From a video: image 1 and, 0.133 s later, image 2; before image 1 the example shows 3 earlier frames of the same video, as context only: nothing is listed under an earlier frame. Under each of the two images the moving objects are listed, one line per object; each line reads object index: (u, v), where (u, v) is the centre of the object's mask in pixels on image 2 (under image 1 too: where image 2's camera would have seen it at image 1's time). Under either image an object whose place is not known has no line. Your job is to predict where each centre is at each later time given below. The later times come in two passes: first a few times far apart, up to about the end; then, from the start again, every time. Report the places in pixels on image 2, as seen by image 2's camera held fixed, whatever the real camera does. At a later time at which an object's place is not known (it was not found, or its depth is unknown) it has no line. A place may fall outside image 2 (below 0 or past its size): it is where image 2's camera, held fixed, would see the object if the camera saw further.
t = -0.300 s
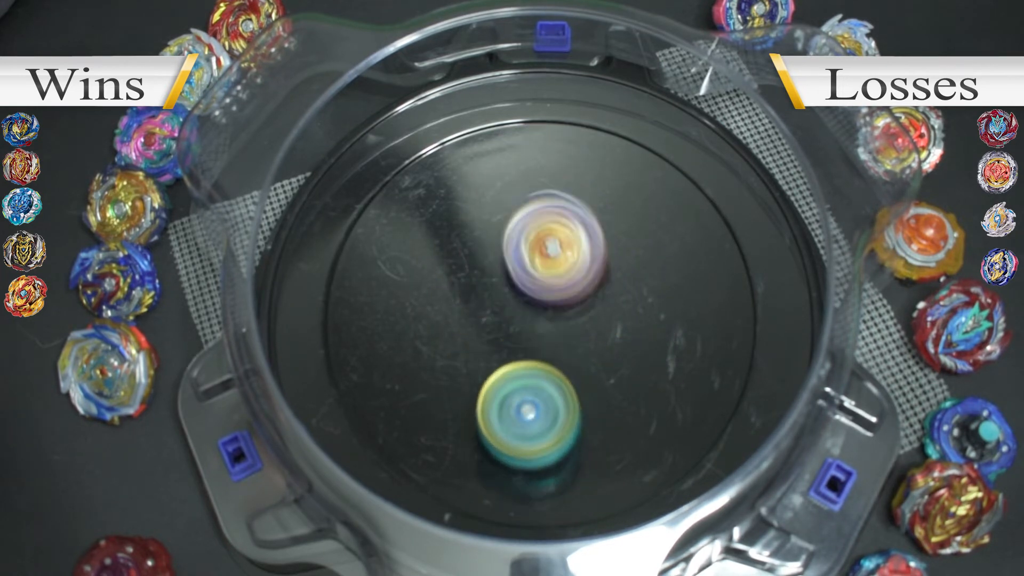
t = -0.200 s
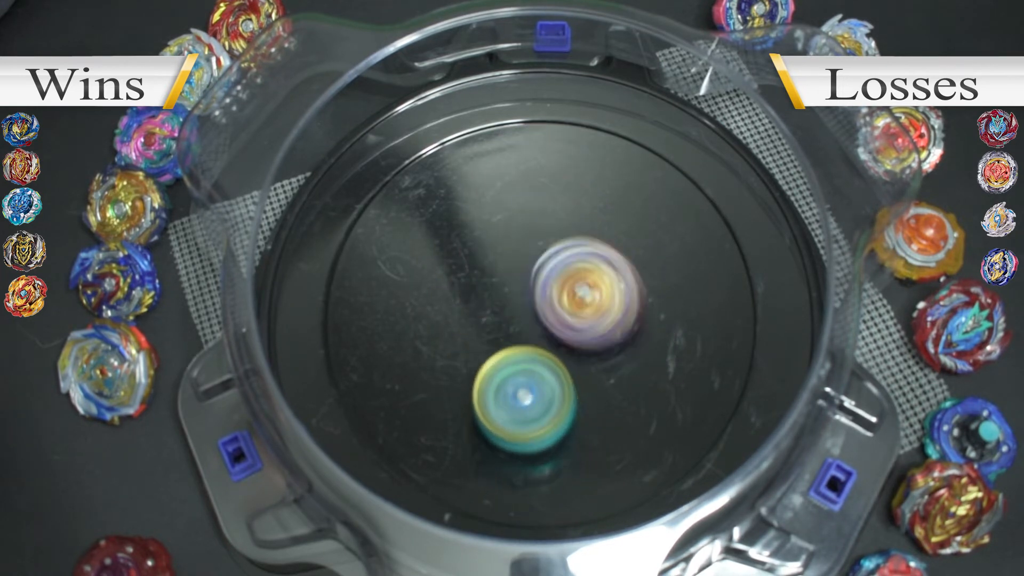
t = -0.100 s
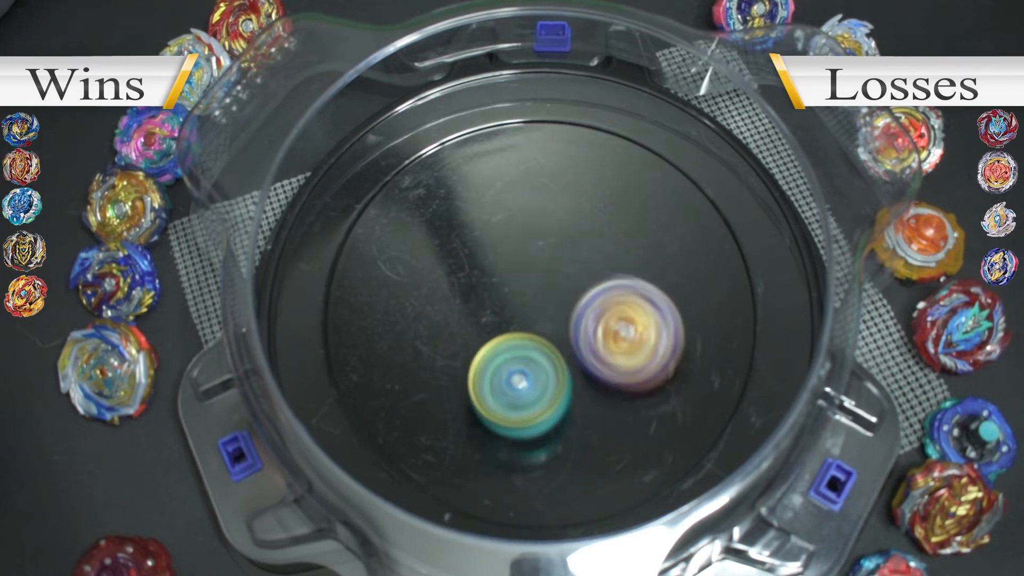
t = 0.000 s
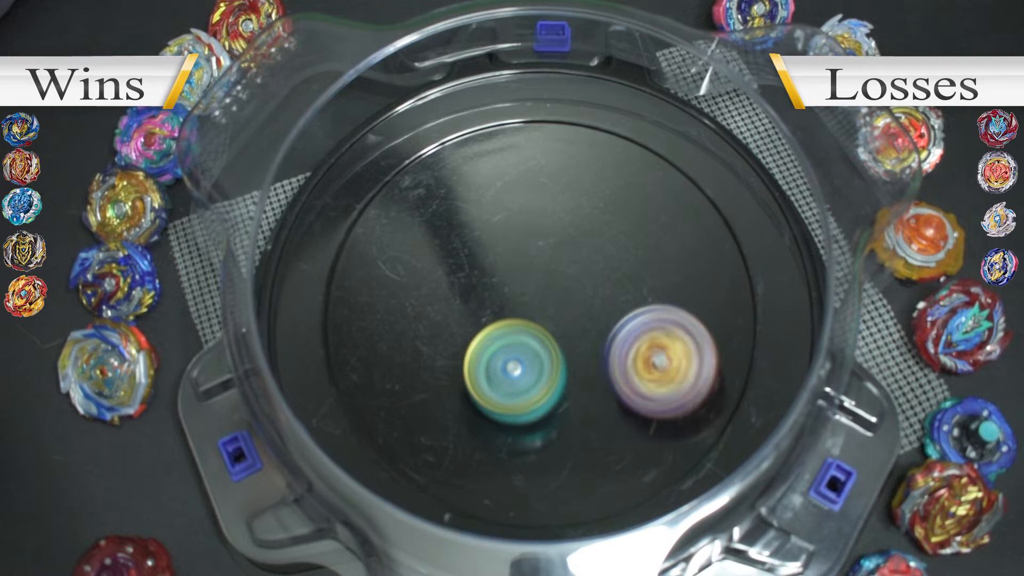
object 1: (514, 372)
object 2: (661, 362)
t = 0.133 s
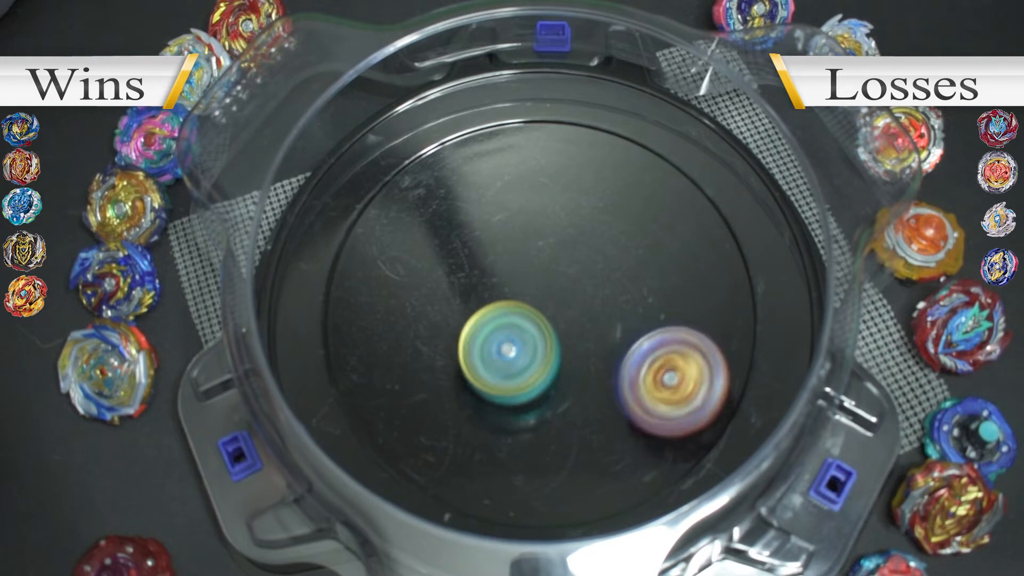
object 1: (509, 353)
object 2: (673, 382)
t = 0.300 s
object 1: (500, 332)
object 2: (637, 375)
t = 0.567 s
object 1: (372, 249)
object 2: (646, 393)
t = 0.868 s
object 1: (412, 240)
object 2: (602, 351)
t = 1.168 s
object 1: (469, 265)
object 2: (560, 340)
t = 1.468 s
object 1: (498, 270)
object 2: (570, 344)
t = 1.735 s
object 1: (512, 248)
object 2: (581, 354)
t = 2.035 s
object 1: (533, 240)
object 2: (567, 342)
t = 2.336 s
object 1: (539, 235)
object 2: (564, 338)
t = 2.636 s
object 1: (541, 245)
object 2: (566, 338)
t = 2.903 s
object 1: (533, 232)
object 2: (583, 401)
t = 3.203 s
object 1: (550, 258)
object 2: (571, 374)
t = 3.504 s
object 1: (570, 220)
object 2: (530, 387)
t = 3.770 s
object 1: (579, 234)
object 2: (546, 346)
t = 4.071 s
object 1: (581, 229)
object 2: (544, 334)
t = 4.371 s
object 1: (578, 236)
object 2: (544, 333)
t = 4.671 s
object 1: (581, 237)
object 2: (531, 346)
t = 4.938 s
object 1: (580, 252)
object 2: (530, 343)
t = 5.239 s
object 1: (587, 265)
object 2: (530, 349)
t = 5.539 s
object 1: (599, 259)
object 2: (522, 357)
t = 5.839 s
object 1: (592, 266)
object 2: (524, 349)
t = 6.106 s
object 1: (586, 267)
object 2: (515, 355)
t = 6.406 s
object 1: (588, 263)
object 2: (513, 360)
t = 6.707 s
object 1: (591, 278)
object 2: (523, 359)
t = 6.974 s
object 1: (605, 280)
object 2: (516, 371)
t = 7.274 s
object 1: (601, 285)
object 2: (537, 362)
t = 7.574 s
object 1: (592, 275)
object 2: (528, 358)
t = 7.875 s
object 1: (582, 282)
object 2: (487, 339)
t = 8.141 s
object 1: (598, 292)
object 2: (496, 322)
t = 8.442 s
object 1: (606, 286)
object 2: (507, 317)
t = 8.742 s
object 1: (622, 277)
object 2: (481, 316)
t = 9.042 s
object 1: (617, 294)
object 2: (502, 329)
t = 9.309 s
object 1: (615, 299)
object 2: (525, 348)
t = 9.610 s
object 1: (609, 295)
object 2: (511, 352)
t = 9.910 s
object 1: (594, 285)
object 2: (490, 337)
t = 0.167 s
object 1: (507, 349)
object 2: (670, 383)
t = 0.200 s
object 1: (505, 344)
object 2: (663, 383)
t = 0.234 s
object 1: (504, 340)
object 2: (657, 381)
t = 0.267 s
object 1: (502, 336)
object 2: (648, 378)
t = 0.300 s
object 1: (500, 332)
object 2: (637, 375)
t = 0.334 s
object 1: (499, 328)
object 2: (626, 373)
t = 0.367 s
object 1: (497, 324)
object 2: (612, 369)
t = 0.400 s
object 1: (495, 321)
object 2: (598, 366)
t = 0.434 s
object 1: (482, 311)
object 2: (590, 369)
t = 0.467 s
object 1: (447, 294)
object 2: (608, 378)
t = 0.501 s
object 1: (415, 277)
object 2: (624, 387)
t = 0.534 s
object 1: (390, 261)
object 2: (636, 391)
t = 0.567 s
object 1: (372, 249)
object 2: (646, 393)
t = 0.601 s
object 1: (361, 239)
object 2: (648, 393)
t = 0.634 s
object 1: (358, 232)
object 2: (647, 390)
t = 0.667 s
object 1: (358, 228)
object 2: (644, 386)
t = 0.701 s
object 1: (361, 225)
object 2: (639, 381)
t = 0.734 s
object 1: (366, 224)
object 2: (634, 375)
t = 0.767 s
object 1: (374, 225)
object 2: (628, 370)
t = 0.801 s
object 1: (385, 229)
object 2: (620, 363)
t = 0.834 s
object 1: (398, 234)
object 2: (612, 357)
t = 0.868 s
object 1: (412, 240)
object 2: (602, 351)
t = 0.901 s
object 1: (428, 247)
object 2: (589, 343)
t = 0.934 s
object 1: (444, 256)
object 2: (576, 336)
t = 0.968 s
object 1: (460, 264)
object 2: (562, 328)
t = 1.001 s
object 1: (468, 268)
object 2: (551, 325)
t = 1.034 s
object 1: (465, 263)
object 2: (554, 330)
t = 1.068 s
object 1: (463, 260)
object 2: (558, 336)
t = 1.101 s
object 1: (464, 260)
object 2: (560, 339)
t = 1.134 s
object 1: (466, 262)
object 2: (561, 341)
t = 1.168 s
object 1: (469, 265)
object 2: (560, 340)
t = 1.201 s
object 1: (473, 266)
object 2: (559, 340)
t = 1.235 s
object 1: (477, 270)
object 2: (560, 338)
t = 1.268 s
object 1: (482, 272)
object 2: (561, 338)
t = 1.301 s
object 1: (482, 269)
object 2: (563, 340)
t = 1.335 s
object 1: (483, 267)
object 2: (567, 342)
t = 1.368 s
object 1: (486, 269)
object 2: (569, 343)
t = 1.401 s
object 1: (490, 269)
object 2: (569, 344)
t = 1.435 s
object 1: (495, 270)
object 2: (569, 342)
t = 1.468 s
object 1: (498, 270)
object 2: (570, 344)
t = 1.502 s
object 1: (496, 261)
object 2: (577, 351)
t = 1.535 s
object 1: (495, 256)
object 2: (580, 357)
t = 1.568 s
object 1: (496, 252)
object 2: (583, 358)
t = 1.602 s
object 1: (498, 250)
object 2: (583, 359)
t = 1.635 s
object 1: (502, 250)
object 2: (583, 359)
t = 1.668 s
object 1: (505, 249)
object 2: (582, 357)
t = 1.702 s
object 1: (508, 249)
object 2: (581, 356)
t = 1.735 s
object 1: (512, 248)
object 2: (581, 354)
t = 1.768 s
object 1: (515, 248)
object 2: (580, 352)
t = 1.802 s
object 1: (518, 247)
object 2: (579, 350)
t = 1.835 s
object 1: (521, 247)
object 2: (577, 348)
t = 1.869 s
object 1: (524, 247)
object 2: (575, 346)
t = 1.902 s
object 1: (526, 247)
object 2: (575, 344)
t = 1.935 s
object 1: (529, 247)
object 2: (573, 342)
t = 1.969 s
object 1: (531, 247)
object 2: (571, 340)
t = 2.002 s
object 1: (533, 246)
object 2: (569, 338)
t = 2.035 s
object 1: (533, 240)
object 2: (567, 342)
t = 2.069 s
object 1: (531, 231)
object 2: (567, 348)
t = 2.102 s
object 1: (531, 228)
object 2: (566, 349)
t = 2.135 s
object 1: (532, 228)
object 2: (564, 349)
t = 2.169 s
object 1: (534, 228)
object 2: (564, 347)
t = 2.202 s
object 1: (535, 228)
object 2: (563, 346)
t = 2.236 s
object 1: (536, 229)
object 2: (563, 344)
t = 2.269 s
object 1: (537, 230)
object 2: (563, 341)
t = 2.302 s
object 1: (538, 232)
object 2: (563, 341)
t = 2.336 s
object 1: (539, 235)
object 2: (564, 338)
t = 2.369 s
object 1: (539, 237)
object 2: (563, 336)
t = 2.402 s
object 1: (540, 238)
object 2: (564, 335)
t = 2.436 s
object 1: (540, 238)
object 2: (564, 336)
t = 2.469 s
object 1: (539, 237)
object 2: (565, 340)
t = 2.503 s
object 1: (539, 239)
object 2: (566, 341)
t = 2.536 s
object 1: (540, 241)
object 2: (566, 342)
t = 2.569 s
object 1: (540, 242)
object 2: (567, 341)
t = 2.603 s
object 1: (541, 244)
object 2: (566, 339)
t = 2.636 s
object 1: (541, 245)
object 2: (566, 338)
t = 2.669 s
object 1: (540, 242)
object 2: (566, 343)
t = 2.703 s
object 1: (536, 232)
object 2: (570, 357)
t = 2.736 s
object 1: (531, 224)
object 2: (572, 368)
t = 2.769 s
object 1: (529, 222)
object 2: (574, 377)
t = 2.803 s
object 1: (529, 224)
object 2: (577, 385)
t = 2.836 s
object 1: (530, 227)
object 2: (580, 392)
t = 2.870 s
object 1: (532, 230)
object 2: (582, 398)
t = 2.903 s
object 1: (533, 232)
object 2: (583, 401)
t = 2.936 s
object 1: (534, 234)
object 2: (583, 403)
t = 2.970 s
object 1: (536, 237)
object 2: (583, 403)
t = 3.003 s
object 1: (537, 239)
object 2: (582, 400)
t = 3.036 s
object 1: (539, 242)
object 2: (582, 398)
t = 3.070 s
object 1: (541, 246)
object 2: (581, 394)
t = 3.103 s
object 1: (543, 249)
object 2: (580, 390)
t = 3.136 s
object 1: (545, 252)
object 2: (579, 385)
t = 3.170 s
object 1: (547, 255)
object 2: (576, 380)
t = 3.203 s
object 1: (550, 258)
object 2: (571, 374)
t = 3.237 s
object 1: (552, 261)
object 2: (565, 367)
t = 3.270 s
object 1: (555, 261)
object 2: (554, 363)
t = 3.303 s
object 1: (556, 247)
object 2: (548, 369)
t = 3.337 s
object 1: (557, 233)
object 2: (542, 377)
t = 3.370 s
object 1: (558, 224)
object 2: (537, 386)
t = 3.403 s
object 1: (560, 219)
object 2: (533, 390)
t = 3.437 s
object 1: (563, 218)
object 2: (531, 391)
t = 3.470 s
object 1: (567, 219)
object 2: (529, 390)
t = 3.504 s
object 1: (570, 220)
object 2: (530, 387)
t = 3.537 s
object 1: (573, 221)
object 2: (530, 384)
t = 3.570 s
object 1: (574, 223)
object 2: (532, 381)
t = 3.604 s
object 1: (576, 225)
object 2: (533, 378)
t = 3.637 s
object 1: (577, 227)
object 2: (536, 375)
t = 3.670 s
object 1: (578, 228)
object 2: (537, 368)
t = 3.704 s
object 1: (578, 230)
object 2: (540, 363)
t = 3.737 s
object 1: (578, 231)
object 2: (542, 354)
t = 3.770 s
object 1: (579, 234)
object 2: (546, 346)
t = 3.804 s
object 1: (579, 235)
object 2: (549, 336)
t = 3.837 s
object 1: (580, 235)
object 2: (551, 330)
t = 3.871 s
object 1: (581, 233)
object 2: (553, 326)
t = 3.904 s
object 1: (581, 232)
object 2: (554, 327)
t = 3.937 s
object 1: (580, 232)
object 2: (552, 327)
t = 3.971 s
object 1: (579, 234)
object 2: (552, 327)
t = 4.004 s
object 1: (581, 231)
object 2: (549, 330)
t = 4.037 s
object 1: (581, 229)
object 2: (546, 333)
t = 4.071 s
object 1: (581, 229)
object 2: (544, 334)
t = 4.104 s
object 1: (581, 230)
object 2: (543, 333)
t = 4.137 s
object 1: (581, 231)
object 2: (543, 332)
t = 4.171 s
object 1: (580, 233)
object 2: (544, 331)
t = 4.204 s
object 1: (580, 235)
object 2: (545, 330)
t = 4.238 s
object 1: (579, 235)
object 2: (545, 331)
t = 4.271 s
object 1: (579, 233)
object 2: (543, 333)
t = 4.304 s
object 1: (579, 233)
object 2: (543, 333)
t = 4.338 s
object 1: (578, 234)
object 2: (543, 333)
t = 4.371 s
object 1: (578, 236)
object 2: (544, 333)
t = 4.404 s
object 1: (578, 238)
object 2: (544, 333)
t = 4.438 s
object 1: (577, 238)
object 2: (544, 336)
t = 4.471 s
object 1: (575, 240)
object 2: (542, 336)
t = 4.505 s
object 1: (576, 242)
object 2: (542, 335)
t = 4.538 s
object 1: (577, 242)
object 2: (541, 337)
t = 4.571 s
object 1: (579, 242)
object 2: (539, 337)
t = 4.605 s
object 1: (578, 243)
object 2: (539, 336)
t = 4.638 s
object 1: (580, 241)
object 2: (535, 339)
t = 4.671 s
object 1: (581, 237)
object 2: (531, 346)
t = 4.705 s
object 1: (581, 236)
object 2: (526, 349)
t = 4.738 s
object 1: (581, 238)
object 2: (525, 351)
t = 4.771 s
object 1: (580, 240)
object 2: (522, 351)
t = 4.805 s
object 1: (580, 243)
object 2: (523, 349)
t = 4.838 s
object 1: (580, 245)
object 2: (524, 347)
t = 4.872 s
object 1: (580, 247)
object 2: (526, 345)
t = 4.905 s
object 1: (580, 249)
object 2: (528, 345)
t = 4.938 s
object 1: (580, 252)
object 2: (530, 343)
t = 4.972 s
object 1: (580, 254)
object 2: (531, 343)
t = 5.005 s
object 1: (581, 256)
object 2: (531, 344)
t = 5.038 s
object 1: (582, 256)
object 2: (529, 346)
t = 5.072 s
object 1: (583, 256)
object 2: (527, 348)
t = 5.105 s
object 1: (583, 258)
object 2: (528, 347)
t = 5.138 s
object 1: (584, 260)
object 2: (529, 347)
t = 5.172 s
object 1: (585, 262)
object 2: (530, 348)
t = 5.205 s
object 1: (586, 264)
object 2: (530, 348)
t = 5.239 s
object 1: (587, 265)
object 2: (530, 349)
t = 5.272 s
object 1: (590, 264)
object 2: (528, 351)
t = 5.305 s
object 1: (590, 265)
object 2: (526, 352)
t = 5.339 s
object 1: (591, 266)
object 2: (526, 350)
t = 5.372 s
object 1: (592, 267)
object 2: (528, 349)
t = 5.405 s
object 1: (593, 268)
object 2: (529, 348)
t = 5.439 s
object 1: (594, 269)
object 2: (530, 349)
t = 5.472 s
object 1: (598, 263)
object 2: (526, 353)
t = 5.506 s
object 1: (600, 260)
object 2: (525, 357)
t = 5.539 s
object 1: (599, 259)
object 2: (522, 357)
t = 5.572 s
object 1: (598, 261)
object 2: (523, 355)
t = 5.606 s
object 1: (597, 264)
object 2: (524, 353)
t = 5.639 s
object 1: (596, 266)
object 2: (526, 351)
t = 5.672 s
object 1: (594, 268)
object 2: (528, 351)
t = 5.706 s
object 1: (593, 270)
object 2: (529, 350)
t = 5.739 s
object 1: (593, 269)
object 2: (528, 351)
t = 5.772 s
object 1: (594, 266)
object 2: (524, 351)
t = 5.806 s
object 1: (594, 265)
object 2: (523, 350)
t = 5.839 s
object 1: (592, 266)
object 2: (524, 349)
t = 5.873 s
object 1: (591, 268)
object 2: (526, 348)
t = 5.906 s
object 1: (590, 268)
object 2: (524, 351)
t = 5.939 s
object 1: (591, 266)
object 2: (521, 352)
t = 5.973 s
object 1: (589, 267)
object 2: (521, 352)
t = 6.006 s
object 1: (587, 270)
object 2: (522, 351)
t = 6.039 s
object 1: (588, 268)
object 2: (519, 353)
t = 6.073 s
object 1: (588, 266)
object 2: (516, 355)
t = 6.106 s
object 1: (586, 267)
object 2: (515, 355)
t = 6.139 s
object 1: (585, 269)
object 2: (517, 354)
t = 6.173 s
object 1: (584, 271)
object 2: (519, 352)
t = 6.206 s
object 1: (585, 272)
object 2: (521, 352)
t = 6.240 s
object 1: (587, 268)
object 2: (518, 357)
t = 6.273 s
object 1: (590, 261)
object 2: (513, 361)
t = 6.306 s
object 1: (590, 258)
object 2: (511, 364)
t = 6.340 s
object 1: (589, 259)
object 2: (509, 363)
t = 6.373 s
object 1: (588, 261)
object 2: (511, 361)
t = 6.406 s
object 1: (588, 263)
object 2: (513, 360)
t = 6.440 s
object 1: (588, 265)
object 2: (516, 360)
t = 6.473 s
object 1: (587, 266)
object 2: (519, 360)
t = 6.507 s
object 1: (588, 268)
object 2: (520, 359)
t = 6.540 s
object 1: (587, 270)
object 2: (523, 359)
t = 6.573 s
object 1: (587, 272)
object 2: (523, 360)
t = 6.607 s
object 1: (587, 274)
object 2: (524, 359)
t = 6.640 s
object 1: (587, 276)
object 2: (525, 360)
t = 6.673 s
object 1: (588, 278)
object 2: (526, 358)
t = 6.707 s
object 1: (591, 278)
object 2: (523, 359)
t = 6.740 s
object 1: (597, 273)
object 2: (518, 366)
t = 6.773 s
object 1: (602, 271)
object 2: (514, 371)
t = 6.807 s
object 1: (603, 271)
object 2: (512, 372)
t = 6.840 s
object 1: (603, 274)
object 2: (509, 374)
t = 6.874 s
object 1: (604, 276)
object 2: (509, 373)
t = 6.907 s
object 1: (604, 278)
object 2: (511, 372)
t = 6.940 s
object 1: (605, 279)
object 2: (512, 371)
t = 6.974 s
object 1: (605, 280)
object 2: (516, 371)
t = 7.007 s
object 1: (605, 281)
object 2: (519, 370)
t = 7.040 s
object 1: (604, 282)
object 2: (522, 370)
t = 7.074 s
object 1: (604, 284)
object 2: (525, 371)
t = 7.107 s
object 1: (604, 285)
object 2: (527, 372)
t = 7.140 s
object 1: (604, 286)
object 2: (528, 370)
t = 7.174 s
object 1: (604, 288)
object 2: (531, 368)
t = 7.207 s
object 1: (604, 289)
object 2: (534, 364)
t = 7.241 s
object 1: (603, 288)
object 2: (536, 364)
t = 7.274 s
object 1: (601, 285)
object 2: (537, 362)
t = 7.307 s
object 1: (600, 280)
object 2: (536, 366)
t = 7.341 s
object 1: (598, 278)
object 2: (536, 367)
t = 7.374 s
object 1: (595, 279)
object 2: (534, 366)
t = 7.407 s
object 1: (593, 282)
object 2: (534, 364)
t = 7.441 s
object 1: (593, 280)
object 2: (533, 363)
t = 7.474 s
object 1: (596, 276)
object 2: (531, 362)
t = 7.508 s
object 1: (597, 273)
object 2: (529, 361)
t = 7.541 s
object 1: (594, 273)
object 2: (529, 361)
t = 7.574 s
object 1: (592, 275)
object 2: (528, 358)
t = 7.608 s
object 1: (592, 273)
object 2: (520, 360)
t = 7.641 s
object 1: (593, 270)
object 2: (514, 360)
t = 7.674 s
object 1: (590, 271)
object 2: (507, 359)
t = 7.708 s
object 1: (588, 273)
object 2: (502, 357)
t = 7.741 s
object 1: (587, 276)
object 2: (500, 355)
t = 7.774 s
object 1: (585, 278)
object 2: (495, 349)
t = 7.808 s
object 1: (581, 279)
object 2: (496, 347)
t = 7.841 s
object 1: (579, 283)
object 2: (493, 342)
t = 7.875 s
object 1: (582, 282)
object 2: (487, 339)
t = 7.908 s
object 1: (583, 282)
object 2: (487, 338)
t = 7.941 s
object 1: (582, 283)
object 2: (486, 335)
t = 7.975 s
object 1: (583, 285)
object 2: (489, 332)
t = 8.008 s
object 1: (586, 286)
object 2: (490, 330)
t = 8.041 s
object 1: (589, 287)
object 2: (490, 326)
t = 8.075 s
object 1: (591, 289)
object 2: (494, 325)
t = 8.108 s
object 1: (594, 290)
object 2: (494, 324)
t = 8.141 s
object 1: (598, 292)
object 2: (496, 322)
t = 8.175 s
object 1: (600, 292)
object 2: (499, 322)
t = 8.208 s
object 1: (601, 292)
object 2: (503, 322)
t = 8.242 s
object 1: (605, 291)
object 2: (502, 323)
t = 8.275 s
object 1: (608, 289)
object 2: (504, 320)
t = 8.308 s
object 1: (608, 288)
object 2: (504, 321)
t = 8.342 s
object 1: (608, 288)
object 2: (506, 320)
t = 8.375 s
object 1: (607, 287)
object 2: (504, 319)
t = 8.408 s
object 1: (606, 287)
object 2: (507, 317)
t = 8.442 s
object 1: (606, 286)
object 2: (507, 317)
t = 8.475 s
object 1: (609, 283)
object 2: (510, 317)
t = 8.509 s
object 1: (609, 281)
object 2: (506, 316)
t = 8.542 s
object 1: (609, 280)
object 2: (506, 315)
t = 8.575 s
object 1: (607, 282)
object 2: (503, 313)
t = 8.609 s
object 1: (605, 285)
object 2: (503, 314)
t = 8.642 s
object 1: (603, 287)
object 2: (503, 312)
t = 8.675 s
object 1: (607, 285)
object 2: (499, 316)
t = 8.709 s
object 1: (618, 280)
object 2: (488, 316)
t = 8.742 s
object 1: (622, 277)
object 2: (481, 316)
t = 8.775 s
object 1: (622, 276)
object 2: (479, 315)
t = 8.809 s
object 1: (620, 277)
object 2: (479, 316)
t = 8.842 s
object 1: (618, 279)
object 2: (482, 317)
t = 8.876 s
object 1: (617, 282)
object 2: (484, 321)
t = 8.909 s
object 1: (616, 285)
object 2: (485, 324)
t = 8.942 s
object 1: (616, 288)
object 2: (487, 324)
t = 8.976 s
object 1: (617, 291)
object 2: (494, 325)
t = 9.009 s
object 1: (617, 292)
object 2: (498, 326)
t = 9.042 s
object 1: (617, 294)
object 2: (502, 329)
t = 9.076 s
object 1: (618, 295)
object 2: (507, 330)
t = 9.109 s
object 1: (617, 295)
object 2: (512, 334)
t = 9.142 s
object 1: (615, 296)
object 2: (517, 336)
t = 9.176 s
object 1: (614, 298)
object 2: (520, 340)
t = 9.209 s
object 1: (615, 299)
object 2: (521, 342)
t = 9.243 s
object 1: (617, 300)
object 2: (521, 345)
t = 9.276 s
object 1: (617, 300)
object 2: (522, 345)
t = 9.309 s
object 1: (615, 299)
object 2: (525, 348)
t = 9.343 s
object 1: (614, 298)
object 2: (520, 350)
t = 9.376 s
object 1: (612, 298)
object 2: (521, 353)
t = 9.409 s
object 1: (610, 298)
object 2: (517, 358)
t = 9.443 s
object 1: (608, 301)
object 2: (513, 359)
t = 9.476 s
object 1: (606, 302)
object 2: (508, 358)
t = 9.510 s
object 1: (605, 304)
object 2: (512, 353)
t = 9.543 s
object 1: (606, 303)
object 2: (517, 353)
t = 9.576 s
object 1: (610, 298)
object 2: (513, 353)
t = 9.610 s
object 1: (609, 295)
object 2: (511, 352)
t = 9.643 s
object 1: (604, 294)
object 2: (509, 352)
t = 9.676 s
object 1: (599, 296)
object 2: (509, 348)
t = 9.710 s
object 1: (600, 297)
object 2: (508, 350)
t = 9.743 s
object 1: (611, 292)
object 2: (497, 352)
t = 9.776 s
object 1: (616, 289)
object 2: (488, 350)
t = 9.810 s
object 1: (614, 285)
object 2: (483, 347)
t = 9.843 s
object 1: (607, 284)
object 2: (480, 342)
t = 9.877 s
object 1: (600, 285)
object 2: (484, 337)
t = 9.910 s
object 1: (594, 285)
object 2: (490, 337)
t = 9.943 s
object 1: (588, 288)
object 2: (490, 338)
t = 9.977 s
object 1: (583, 291)
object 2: (489, 334)
